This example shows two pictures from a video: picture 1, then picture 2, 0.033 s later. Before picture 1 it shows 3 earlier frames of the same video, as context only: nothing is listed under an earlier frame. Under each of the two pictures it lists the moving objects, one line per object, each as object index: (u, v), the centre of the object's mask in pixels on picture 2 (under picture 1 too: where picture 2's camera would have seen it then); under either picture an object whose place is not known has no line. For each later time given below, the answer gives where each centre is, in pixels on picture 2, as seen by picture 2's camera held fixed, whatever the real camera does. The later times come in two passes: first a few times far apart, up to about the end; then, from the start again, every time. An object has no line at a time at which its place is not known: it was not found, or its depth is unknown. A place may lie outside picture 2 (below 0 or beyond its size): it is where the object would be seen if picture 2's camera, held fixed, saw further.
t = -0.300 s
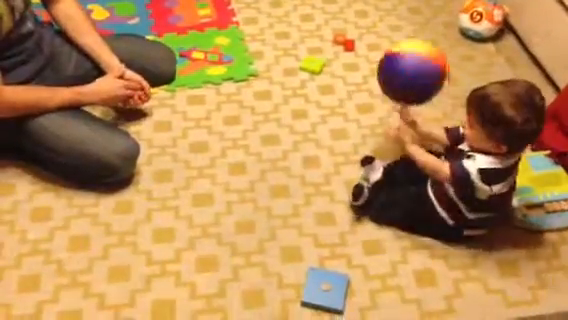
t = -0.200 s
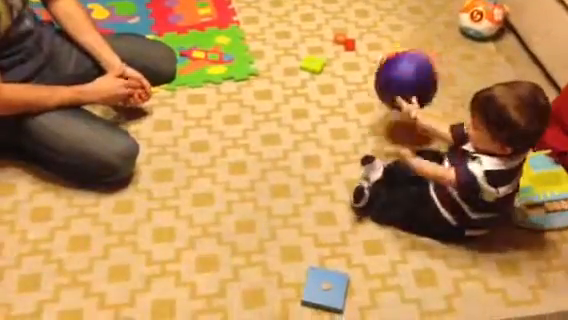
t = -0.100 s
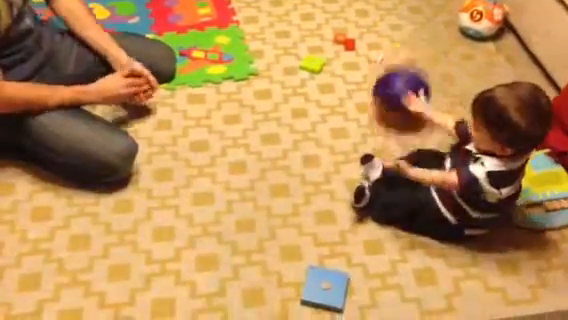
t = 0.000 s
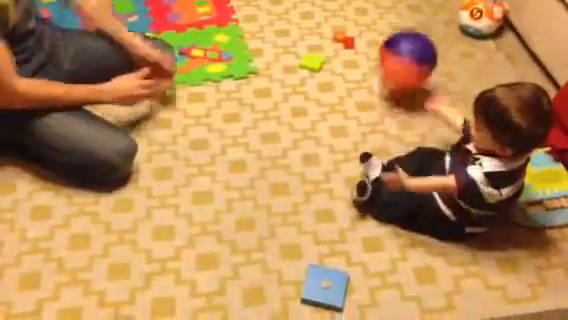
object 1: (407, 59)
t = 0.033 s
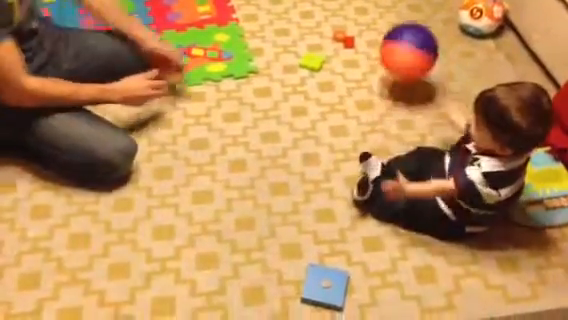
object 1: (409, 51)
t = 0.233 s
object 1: (408, 43)
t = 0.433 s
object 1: (411, 27)
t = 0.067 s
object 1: (409, 47)
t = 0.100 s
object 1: (409, 47)
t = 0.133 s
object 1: (409, 50)
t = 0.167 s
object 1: (407, 57)
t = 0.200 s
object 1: (408, 54)
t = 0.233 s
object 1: (408, 43)
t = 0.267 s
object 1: (410, 36)
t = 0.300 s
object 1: (411, 28)
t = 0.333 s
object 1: (411, 33)
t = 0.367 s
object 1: (411, 32)
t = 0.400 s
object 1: (411, 29)
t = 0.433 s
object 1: (411, 27)
